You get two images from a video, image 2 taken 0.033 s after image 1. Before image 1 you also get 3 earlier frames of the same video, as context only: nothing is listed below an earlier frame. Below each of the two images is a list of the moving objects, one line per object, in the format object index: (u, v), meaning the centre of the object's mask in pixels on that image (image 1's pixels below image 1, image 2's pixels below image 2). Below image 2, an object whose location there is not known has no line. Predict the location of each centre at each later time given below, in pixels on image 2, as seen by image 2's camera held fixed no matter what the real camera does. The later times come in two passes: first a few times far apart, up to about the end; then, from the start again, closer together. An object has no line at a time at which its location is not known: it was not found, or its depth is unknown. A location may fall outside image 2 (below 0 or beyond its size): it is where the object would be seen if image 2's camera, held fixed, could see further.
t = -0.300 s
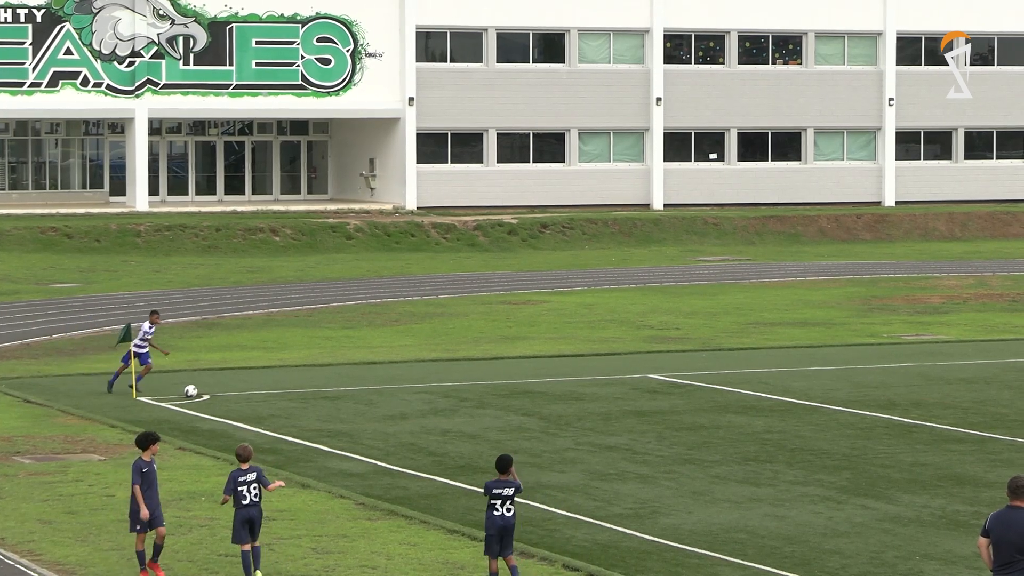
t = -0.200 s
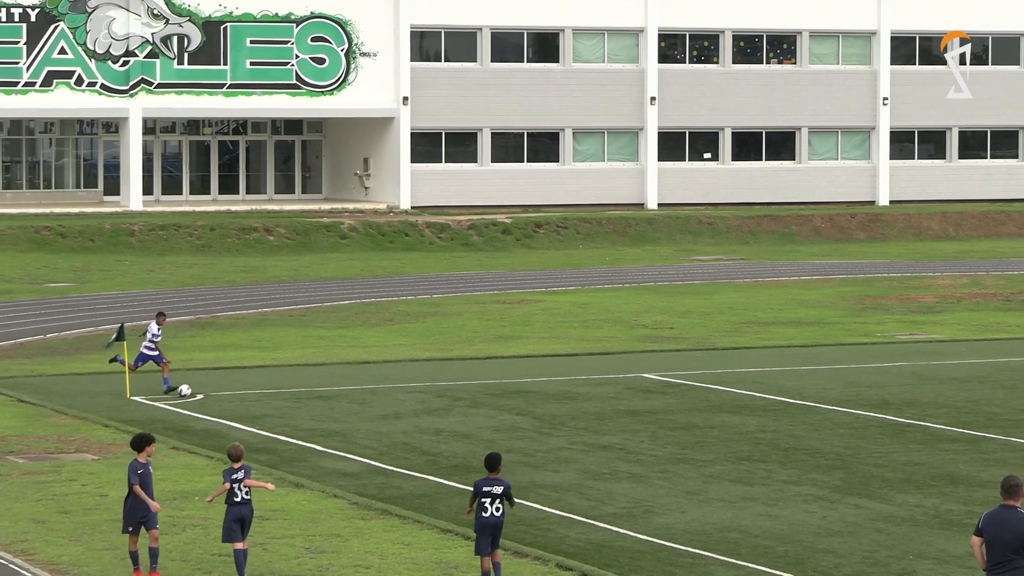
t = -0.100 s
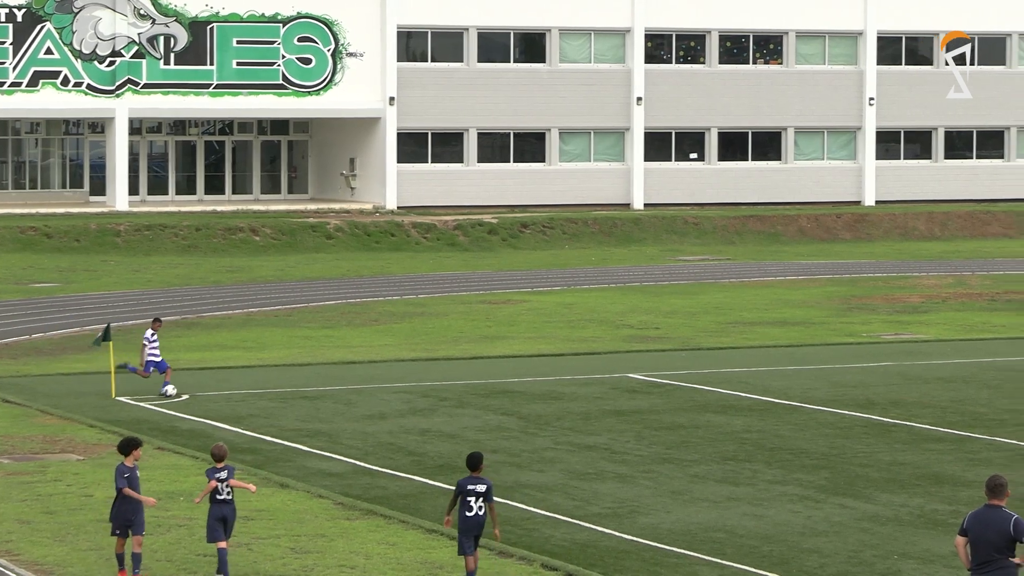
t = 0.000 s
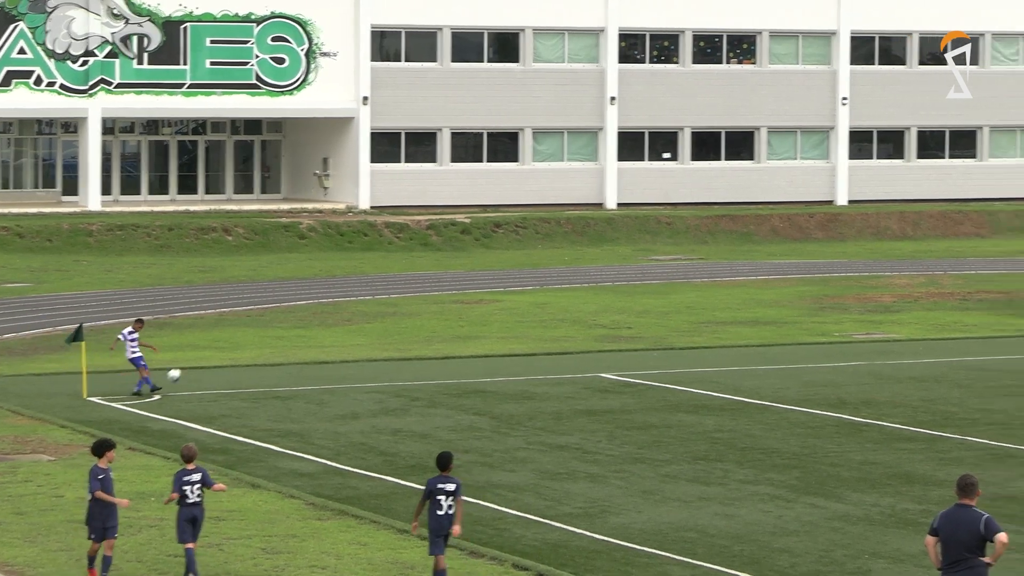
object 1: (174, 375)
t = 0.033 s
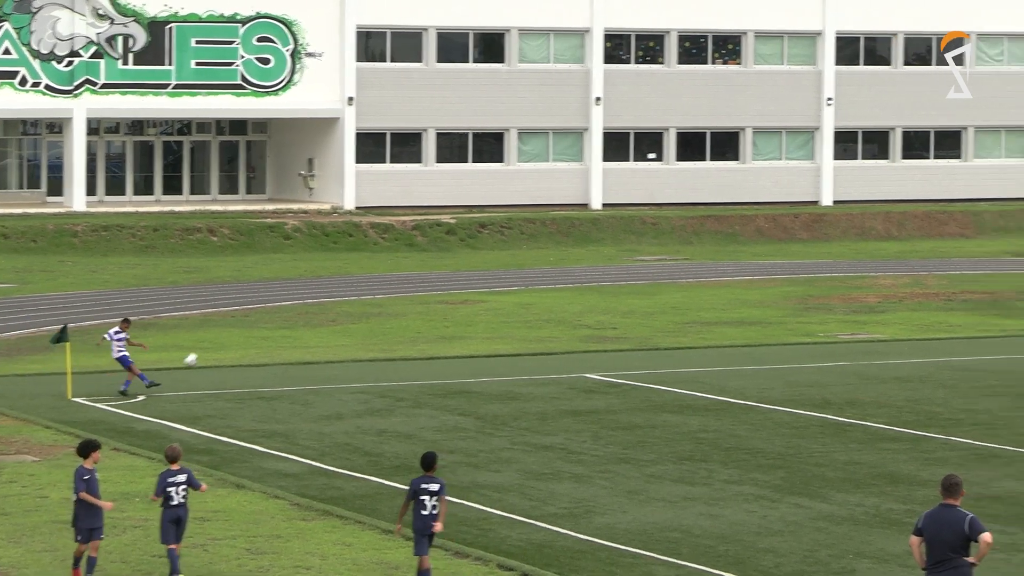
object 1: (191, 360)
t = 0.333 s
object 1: (468, 247)
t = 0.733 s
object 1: (783, 156)
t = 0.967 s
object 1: (955, 133)
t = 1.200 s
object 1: (1107, 134)
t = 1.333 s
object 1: (1187, 145)
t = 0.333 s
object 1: (468, 247)
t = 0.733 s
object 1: (783, 156)
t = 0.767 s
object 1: (808, 151)
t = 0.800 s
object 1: (834, 147)
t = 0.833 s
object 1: (858, 143)
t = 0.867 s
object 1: (883, 140)
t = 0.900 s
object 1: (907, 137)
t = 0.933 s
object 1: (931, 135)
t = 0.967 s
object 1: (955, 133)
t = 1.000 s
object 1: (979, 131)
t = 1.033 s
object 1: (1003, 131)
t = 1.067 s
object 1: (1025, 130)
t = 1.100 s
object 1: (1046, 131)
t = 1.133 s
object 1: (1066, 130)
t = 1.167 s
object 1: (1087, 131)
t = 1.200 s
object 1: (1107, 134)
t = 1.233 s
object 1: (1127, 136)
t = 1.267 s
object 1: (1147, 138)
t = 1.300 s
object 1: (1167, 141)
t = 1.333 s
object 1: (1187, 145)
